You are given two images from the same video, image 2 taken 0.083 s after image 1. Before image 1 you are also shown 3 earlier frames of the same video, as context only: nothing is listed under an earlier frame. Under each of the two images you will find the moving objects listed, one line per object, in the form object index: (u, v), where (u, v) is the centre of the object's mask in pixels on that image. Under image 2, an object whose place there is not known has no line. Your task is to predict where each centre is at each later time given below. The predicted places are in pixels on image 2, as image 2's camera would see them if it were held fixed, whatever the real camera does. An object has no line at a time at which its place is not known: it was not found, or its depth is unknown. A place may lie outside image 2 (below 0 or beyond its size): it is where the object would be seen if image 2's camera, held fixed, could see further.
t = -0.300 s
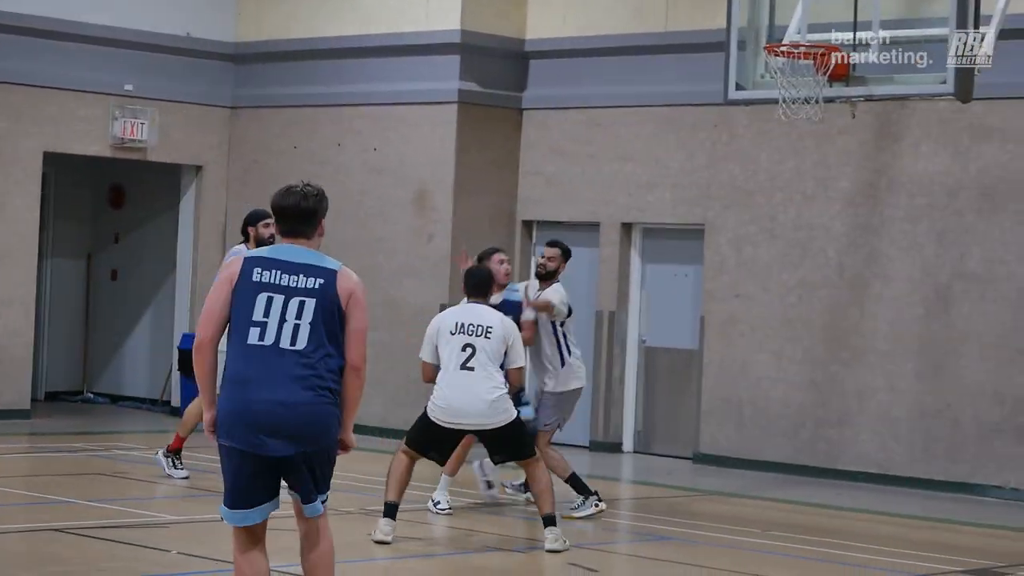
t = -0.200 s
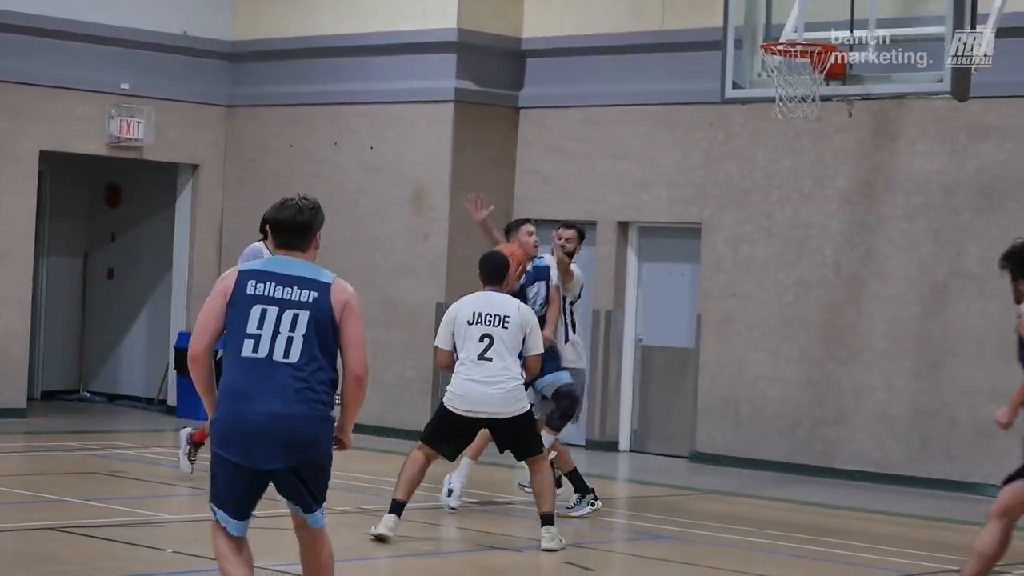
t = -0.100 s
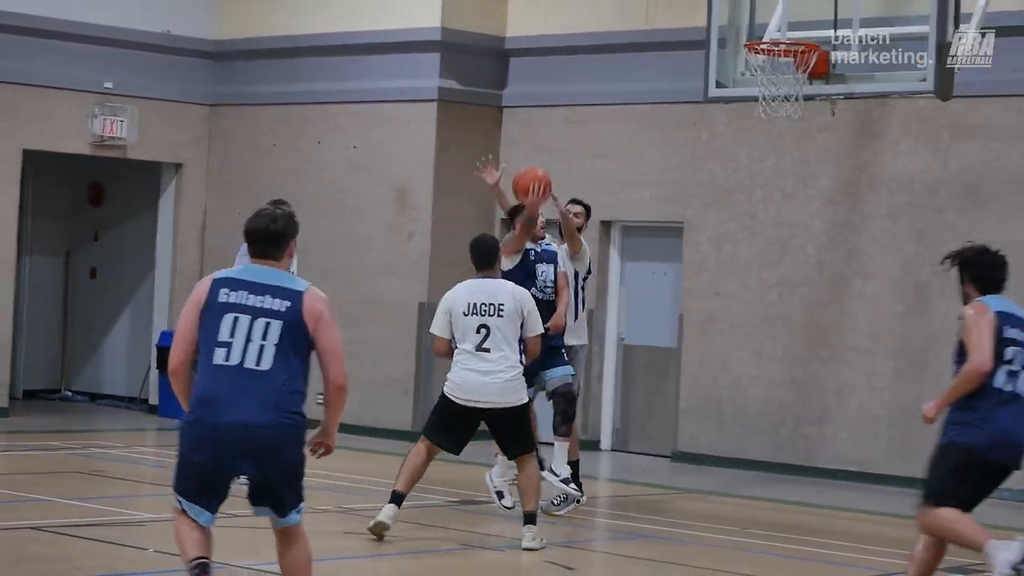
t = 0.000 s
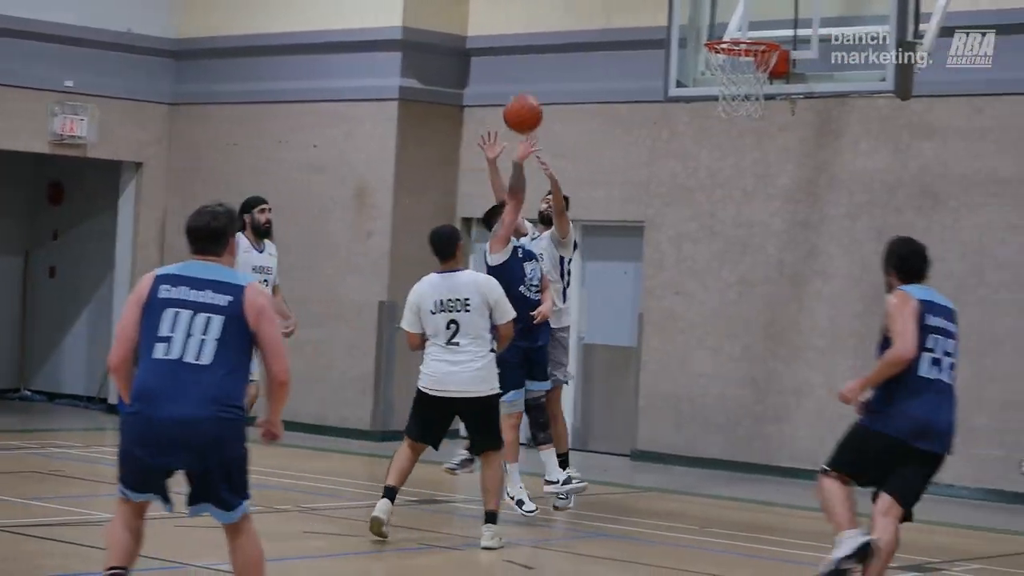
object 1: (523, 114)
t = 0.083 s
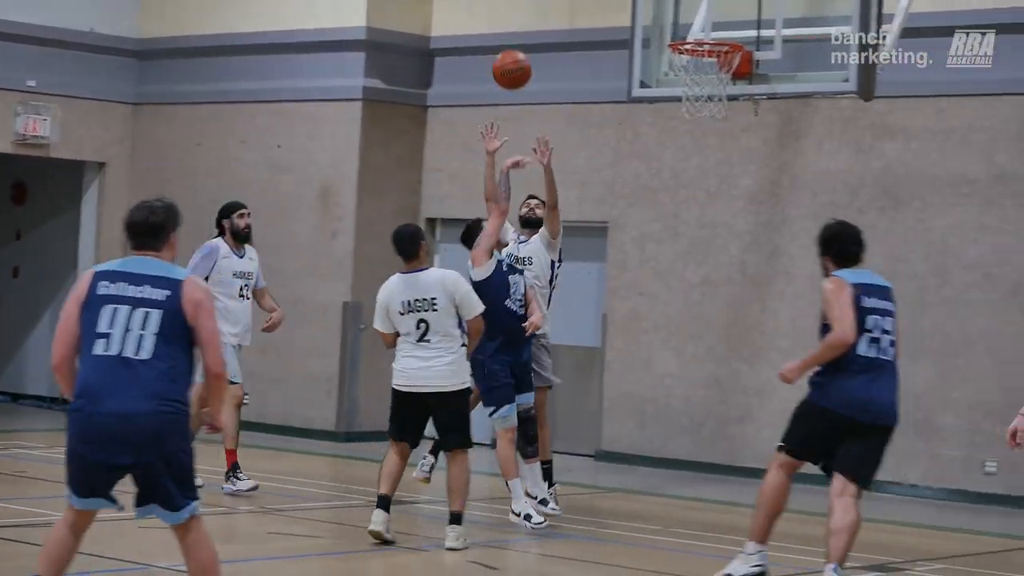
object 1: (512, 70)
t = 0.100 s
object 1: (517, 61)
